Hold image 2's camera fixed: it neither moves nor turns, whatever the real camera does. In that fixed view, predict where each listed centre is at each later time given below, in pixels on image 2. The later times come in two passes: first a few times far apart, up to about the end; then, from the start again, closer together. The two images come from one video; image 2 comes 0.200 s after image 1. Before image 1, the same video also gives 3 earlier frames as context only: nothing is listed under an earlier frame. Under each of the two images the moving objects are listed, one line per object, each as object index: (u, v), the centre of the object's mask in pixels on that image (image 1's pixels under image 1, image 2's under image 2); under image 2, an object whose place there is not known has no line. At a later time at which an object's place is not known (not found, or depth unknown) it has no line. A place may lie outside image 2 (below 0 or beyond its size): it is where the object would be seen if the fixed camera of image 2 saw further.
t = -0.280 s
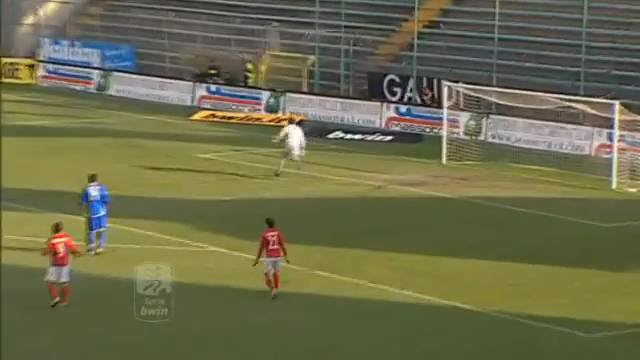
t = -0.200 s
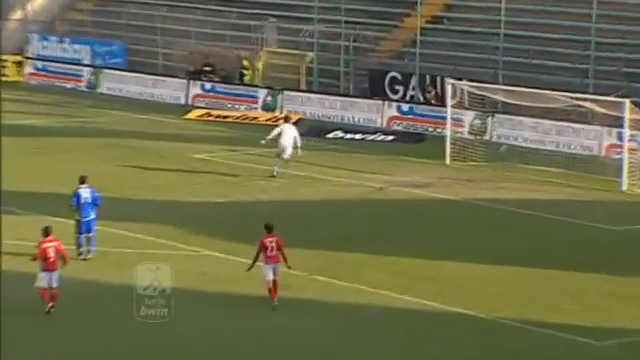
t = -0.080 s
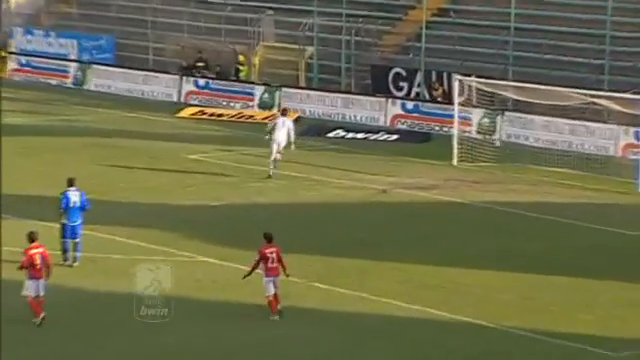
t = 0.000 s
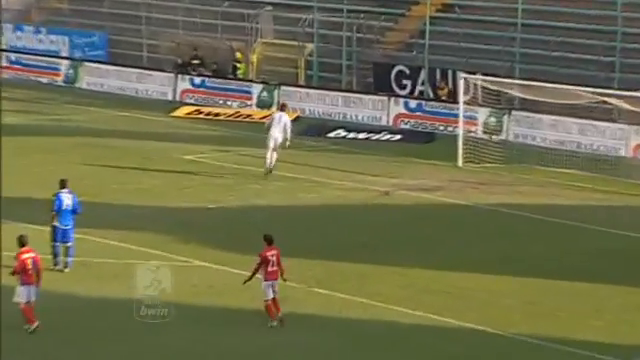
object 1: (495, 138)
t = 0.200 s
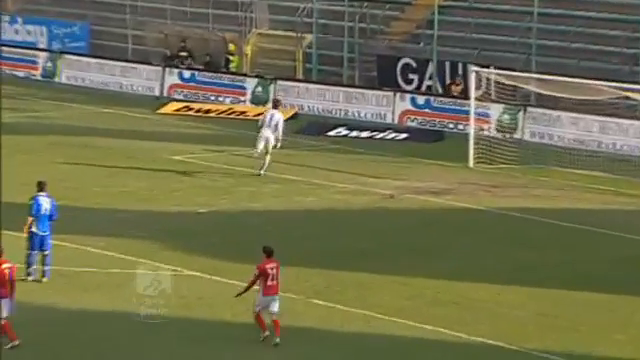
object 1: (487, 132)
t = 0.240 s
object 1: (481, 133)
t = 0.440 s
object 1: (456, 148)
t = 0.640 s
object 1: (433, 149)
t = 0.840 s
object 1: (409, 154)
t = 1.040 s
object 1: (387, 154)
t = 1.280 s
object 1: (360, 158)
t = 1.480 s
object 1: (339, 160)
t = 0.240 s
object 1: (481, 133)
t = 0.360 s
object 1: (465, 140)
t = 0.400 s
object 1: (461, 144)
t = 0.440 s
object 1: (456, 148)
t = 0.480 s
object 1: (452, 153)
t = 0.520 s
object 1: (447, 153)
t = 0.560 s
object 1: (443, 151)
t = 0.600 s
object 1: (437, 149)
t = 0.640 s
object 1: (433, 149)
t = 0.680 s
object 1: (429, 149)
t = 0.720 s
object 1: (424, 149)
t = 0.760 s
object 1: (420, 151)
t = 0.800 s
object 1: (414, 152)
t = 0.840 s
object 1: (409, 154)
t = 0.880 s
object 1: (405, 156)
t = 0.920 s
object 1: (400, 156)
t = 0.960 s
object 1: (396, 154)
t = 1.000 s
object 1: (391, 154)
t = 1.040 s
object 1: (387, 154)
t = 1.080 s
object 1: (383, 154)
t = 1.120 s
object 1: (378, 156)
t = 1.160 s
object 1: (374, 157)
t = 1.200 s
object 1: (370, 157)
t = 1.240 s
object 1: (366, 158)
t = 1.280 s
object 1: (360, 158)
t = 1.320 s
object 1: (356, 158)
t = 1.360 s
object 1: (352, 159)
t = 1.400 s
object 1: (348, 160)
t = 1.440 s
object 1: (343, 160)
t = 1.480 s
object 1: (339, 160)
